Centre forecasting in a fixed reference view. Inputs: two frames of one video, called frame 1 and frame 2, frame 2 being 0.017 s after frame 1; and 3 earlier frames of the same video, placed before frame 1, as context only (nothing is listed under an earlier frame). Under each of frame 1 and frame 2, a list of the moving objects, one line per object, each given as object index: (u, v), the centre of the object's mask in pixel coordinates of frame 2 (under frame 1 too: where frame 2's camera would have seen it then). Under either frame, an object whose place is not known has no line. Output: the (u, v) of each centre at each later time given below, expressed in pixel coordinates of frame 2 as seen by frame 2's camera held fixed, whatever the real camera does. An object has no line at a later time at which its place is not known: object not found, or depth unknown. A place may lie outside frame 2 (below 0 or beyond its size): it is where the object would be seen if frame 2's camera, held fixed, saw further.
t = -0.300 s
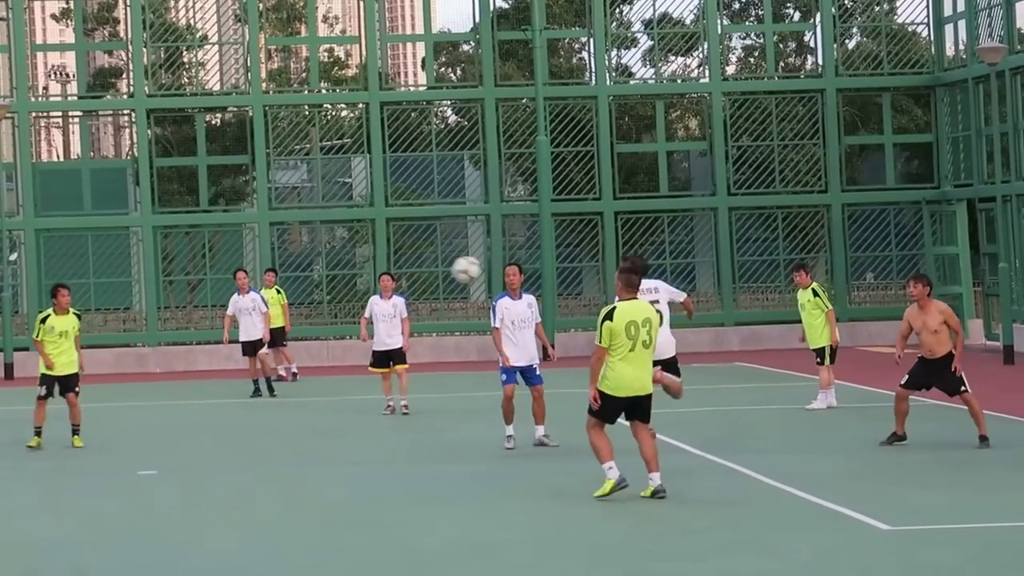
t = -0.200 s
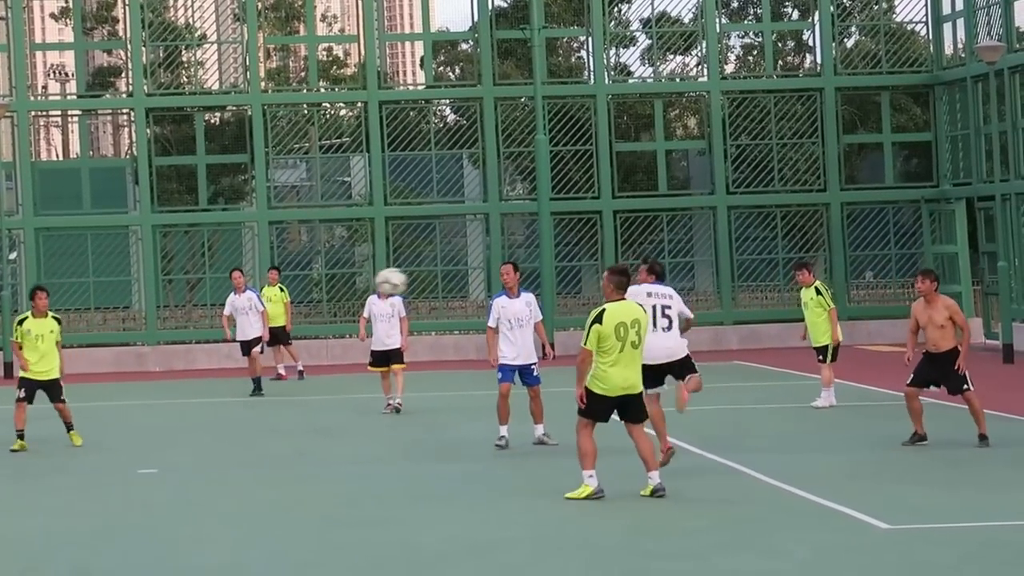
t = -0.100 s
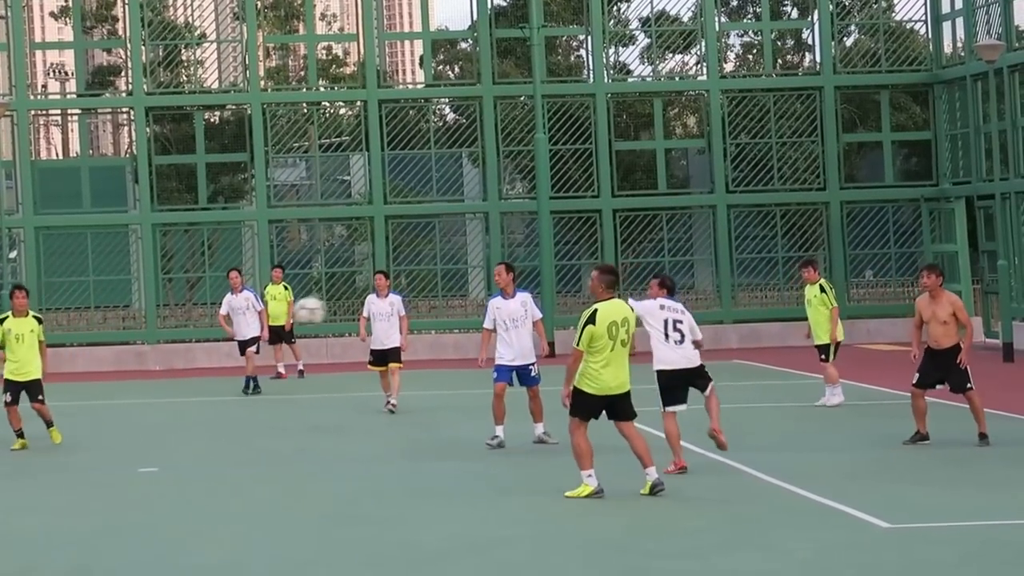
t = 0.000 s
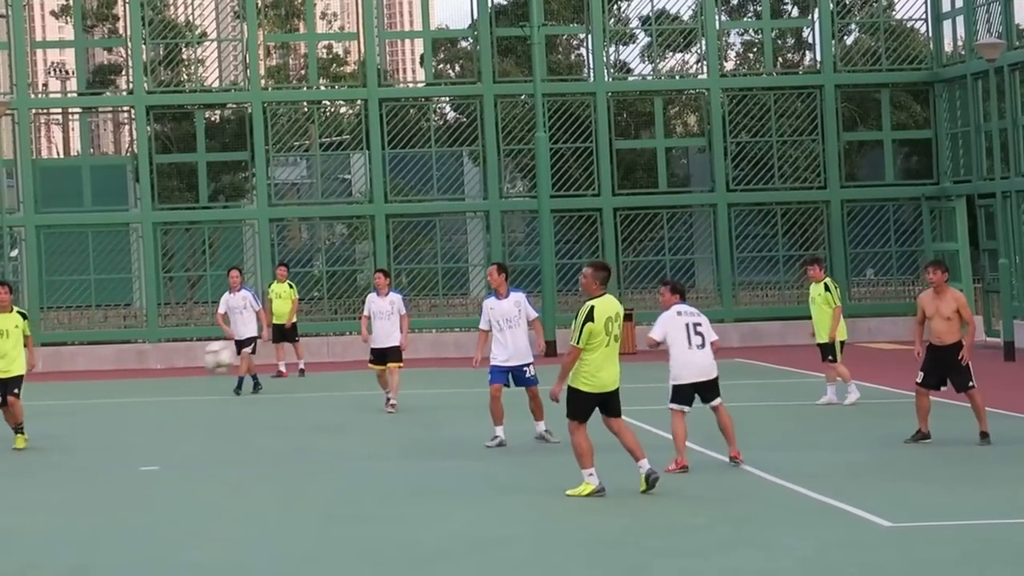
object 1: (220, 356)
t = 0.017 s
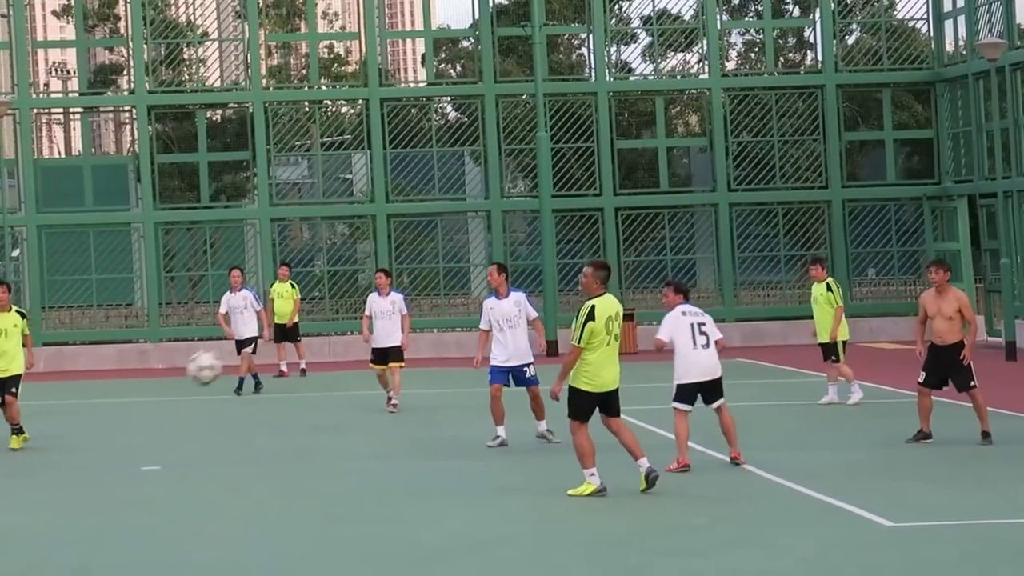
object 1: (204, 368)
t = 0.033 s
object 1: (187, 377)
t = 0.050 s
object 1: (171, 389)
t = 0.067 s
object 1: (154, 402)
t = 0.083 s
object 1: (137, 414)
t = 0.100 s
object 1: (119, 428)
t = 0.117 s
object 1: (102, 442)
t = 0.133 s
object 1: (84, 455)
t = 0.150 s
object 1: (65, 471)
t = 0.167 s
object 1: (47, 488)
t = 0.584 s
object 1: (-444, 448)
